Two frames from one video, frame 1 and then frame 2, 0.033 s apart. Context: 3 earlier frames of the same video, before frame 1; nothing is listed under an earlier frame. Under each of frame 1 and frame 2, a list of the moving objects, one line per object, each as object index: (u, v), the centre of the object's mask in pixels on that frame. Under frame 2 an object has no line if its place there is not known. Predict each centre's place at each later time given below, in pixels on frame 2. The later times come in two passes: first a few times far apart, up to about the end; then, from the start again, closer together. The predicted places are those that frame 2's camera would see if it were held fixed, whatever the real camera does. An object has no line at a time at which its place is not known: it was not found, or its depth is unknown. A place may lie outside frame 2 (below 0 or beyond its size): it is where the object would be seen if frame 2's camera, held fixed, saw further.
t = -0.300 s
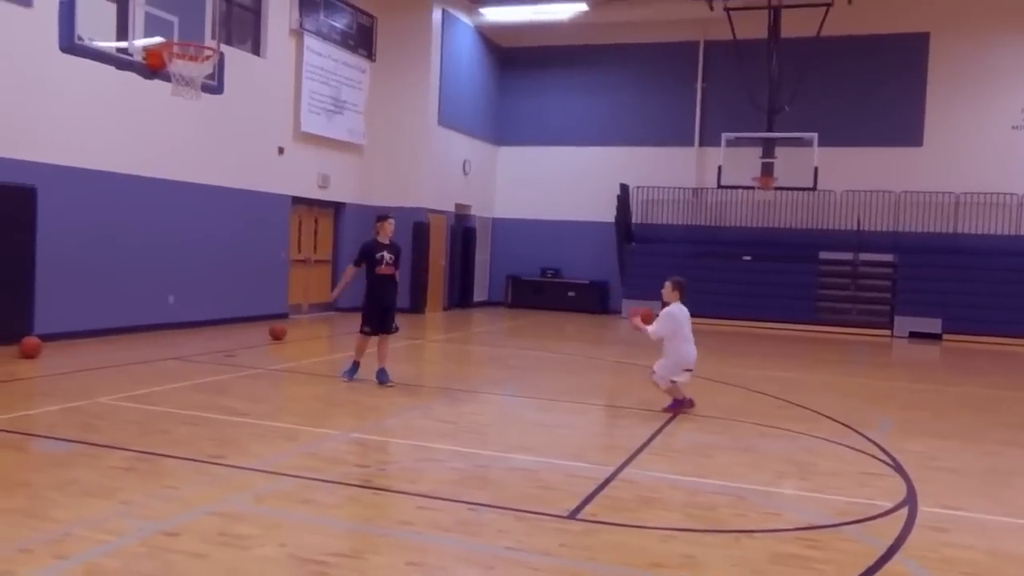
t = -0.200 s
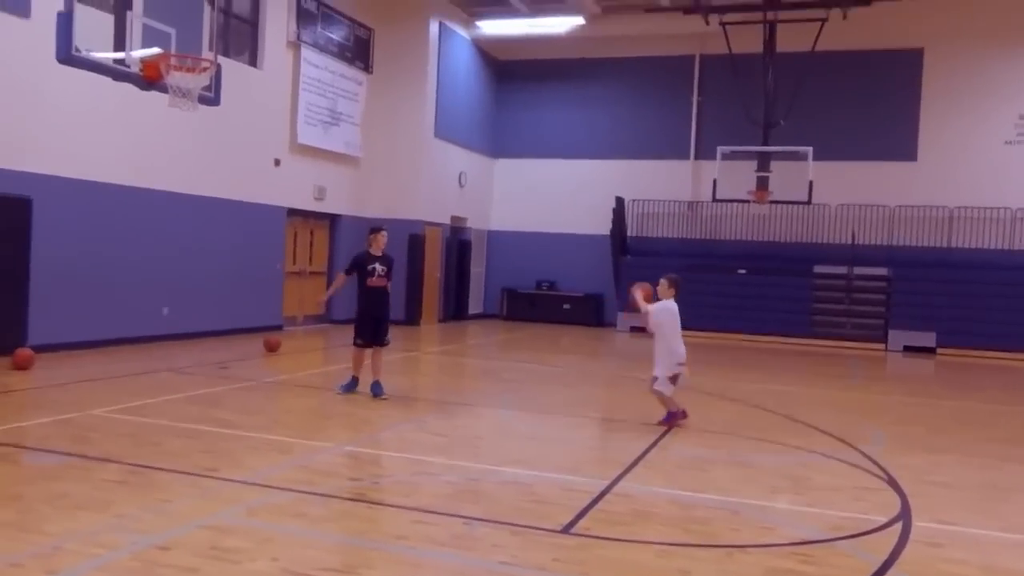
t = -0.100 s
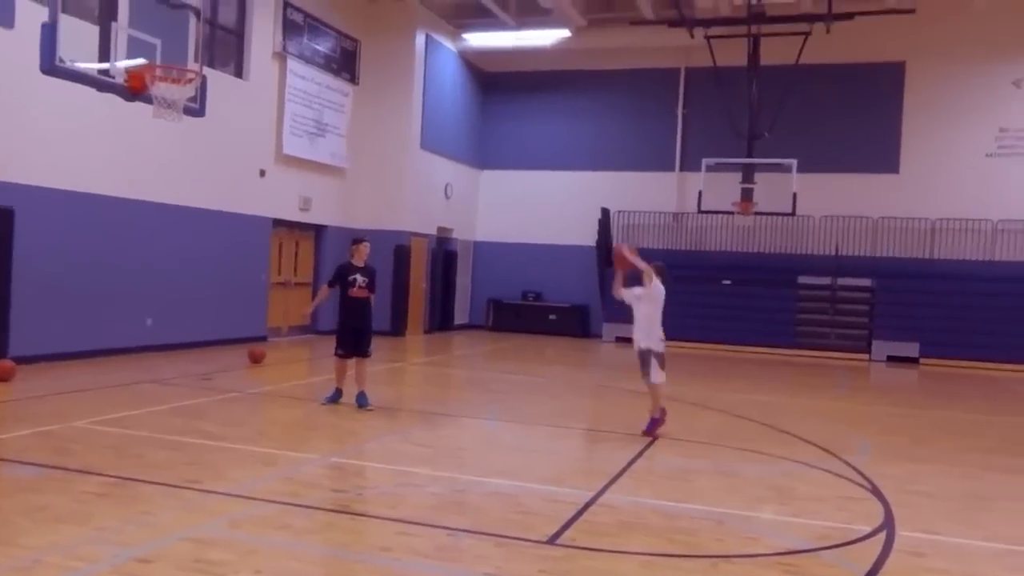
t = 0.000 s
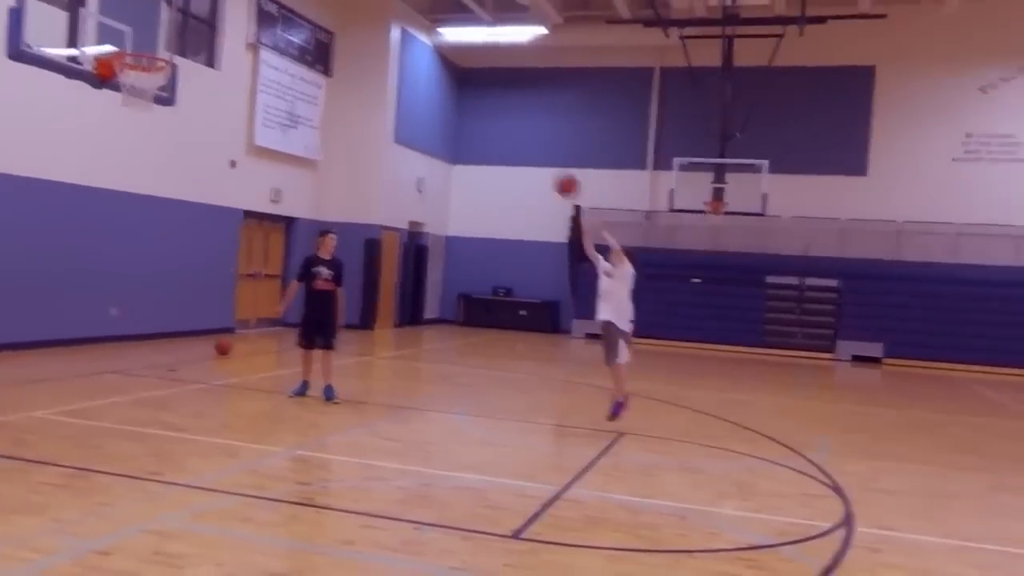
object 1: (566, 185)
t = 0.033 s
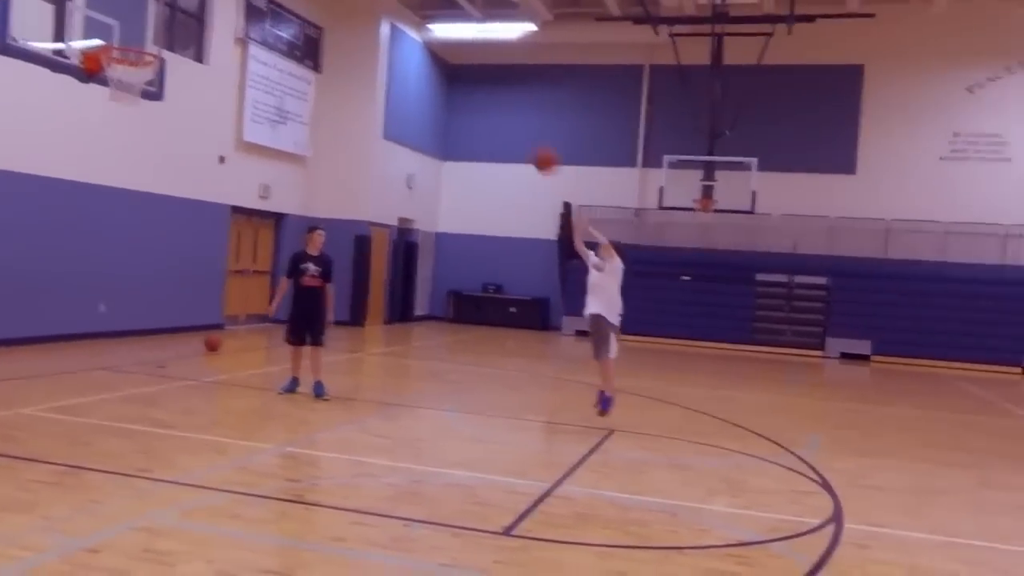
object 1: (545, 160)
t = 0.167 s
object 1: (497, 85)
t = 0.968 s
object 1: (177, 23)
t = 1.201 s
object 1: (120, 19)
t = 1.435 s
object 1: (114, 21)
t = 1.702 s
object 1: (137, 55)
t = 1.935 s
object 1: (118, 94)
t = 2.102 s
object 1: (126, 124)
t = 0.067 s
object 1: (534, 141)
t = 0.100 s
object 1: (522, 121)
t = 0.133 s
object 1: (510, 102)
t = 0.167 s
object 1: (497, 85)
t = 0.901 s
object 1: (206, 1)
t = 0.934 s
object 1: (191, 12)
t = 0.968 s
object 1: (177, 23)
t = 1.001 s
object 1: (162, 35)
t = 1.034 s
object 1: (152, 42)
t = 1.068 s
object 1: (146, 35)
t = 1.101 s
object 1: (139, 29)
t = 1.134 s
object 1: (133, 24)
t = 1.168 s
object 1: (127, 21)
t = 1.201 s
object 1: (120, 19)
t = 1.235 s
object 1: (113, 18)
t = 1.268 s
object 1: (106, 18)
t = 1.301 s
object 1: (100, 19)
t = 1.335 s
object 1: (102, 18)
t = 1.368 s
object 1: (107, 17)
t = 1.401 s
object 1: (110, 18)
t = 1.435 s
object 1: (114, 21)
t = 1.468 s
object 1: (118, 23)
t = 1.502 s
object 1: (122, 28)
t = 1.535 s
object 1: (127, 34)
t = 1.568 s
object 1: (129, 39)
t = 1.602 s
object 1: (132, 42)
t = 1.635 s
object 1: (132, 44)
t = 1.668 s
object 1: (133, 50)
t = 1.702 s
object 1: (137, 55)
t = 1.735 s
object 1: (132, 62)
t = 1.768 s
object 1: (130, 64)
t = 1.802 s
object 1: (126, 69)
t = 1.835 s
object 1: (125, 69)
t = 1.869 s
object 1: (120, 79)
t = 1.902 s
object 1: (117, 90)
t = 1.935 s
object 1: (118, 94)
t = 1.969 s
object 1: (120, 103)
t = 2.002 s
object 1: (121, 106)
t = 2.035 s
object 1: (123, 109)
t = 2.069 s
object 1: (124, 116)
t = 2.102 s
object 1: (126, 124)
